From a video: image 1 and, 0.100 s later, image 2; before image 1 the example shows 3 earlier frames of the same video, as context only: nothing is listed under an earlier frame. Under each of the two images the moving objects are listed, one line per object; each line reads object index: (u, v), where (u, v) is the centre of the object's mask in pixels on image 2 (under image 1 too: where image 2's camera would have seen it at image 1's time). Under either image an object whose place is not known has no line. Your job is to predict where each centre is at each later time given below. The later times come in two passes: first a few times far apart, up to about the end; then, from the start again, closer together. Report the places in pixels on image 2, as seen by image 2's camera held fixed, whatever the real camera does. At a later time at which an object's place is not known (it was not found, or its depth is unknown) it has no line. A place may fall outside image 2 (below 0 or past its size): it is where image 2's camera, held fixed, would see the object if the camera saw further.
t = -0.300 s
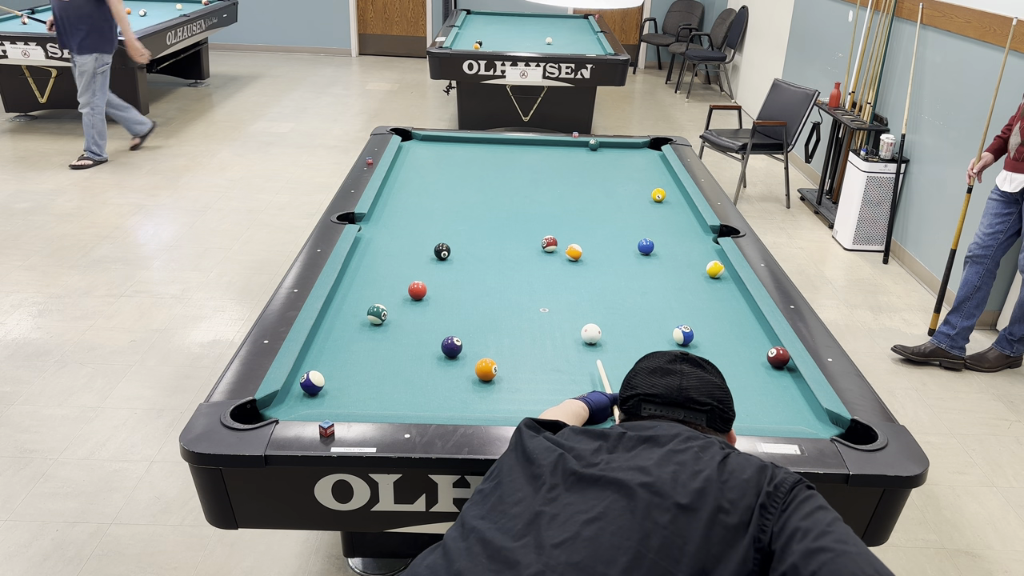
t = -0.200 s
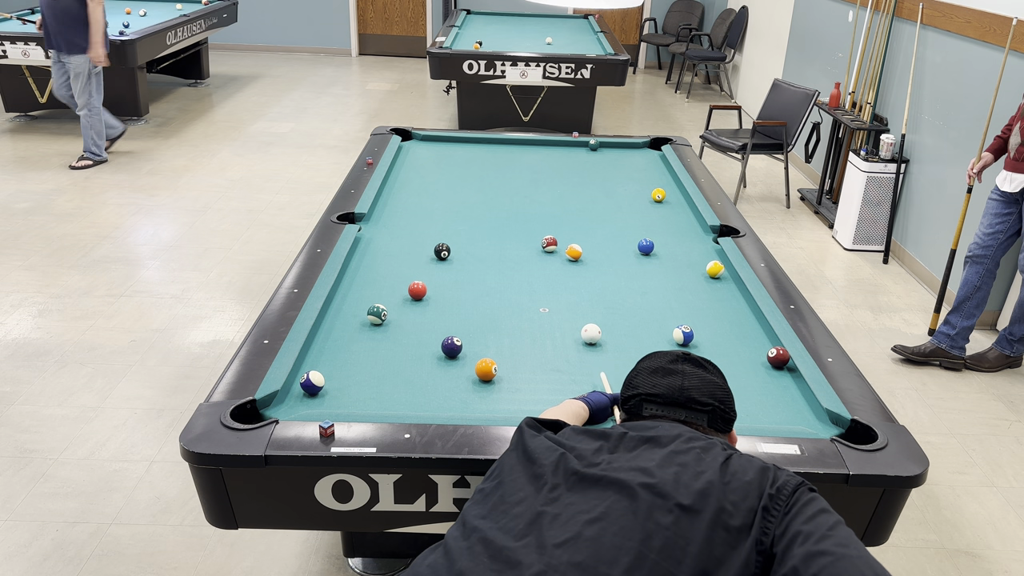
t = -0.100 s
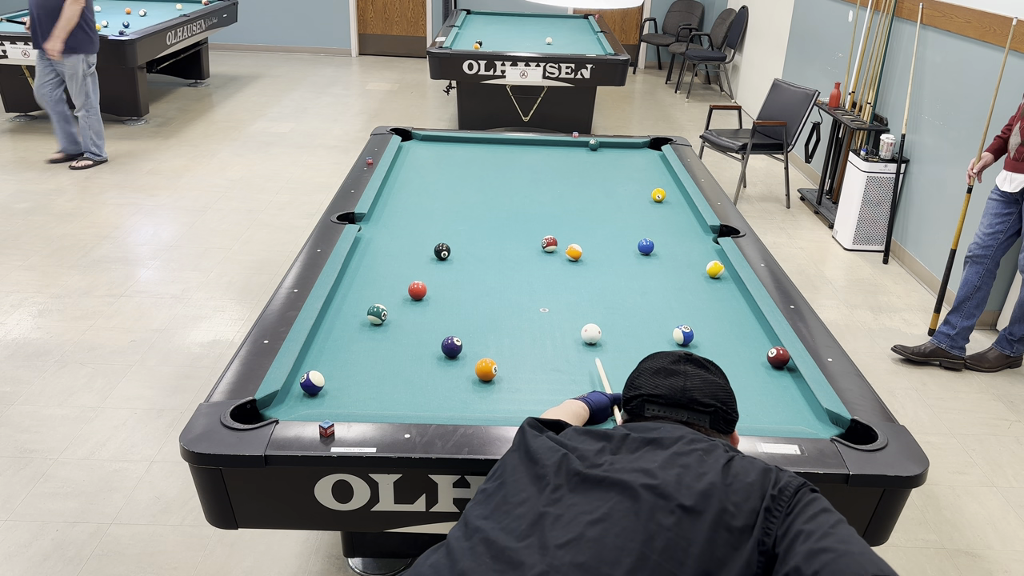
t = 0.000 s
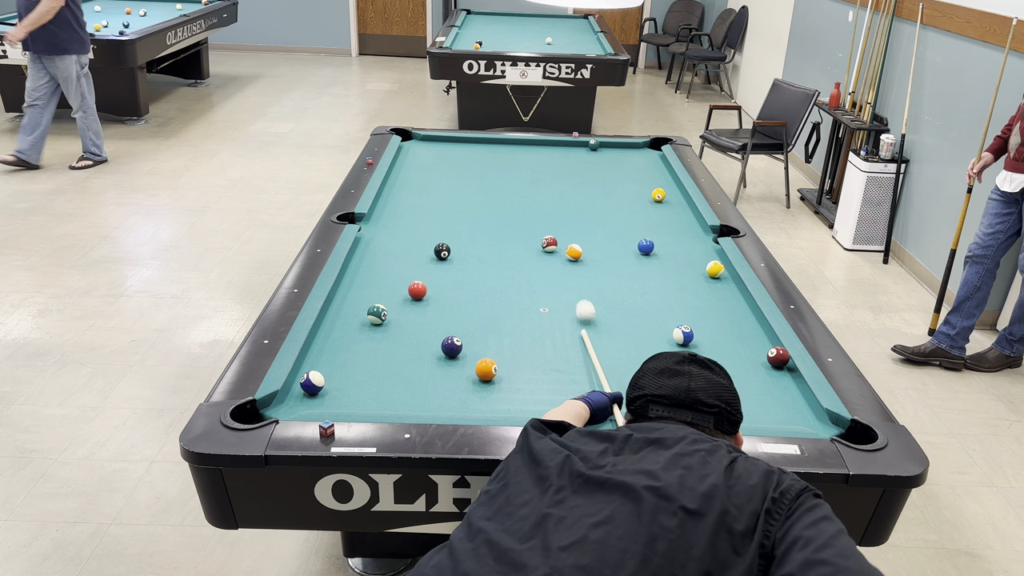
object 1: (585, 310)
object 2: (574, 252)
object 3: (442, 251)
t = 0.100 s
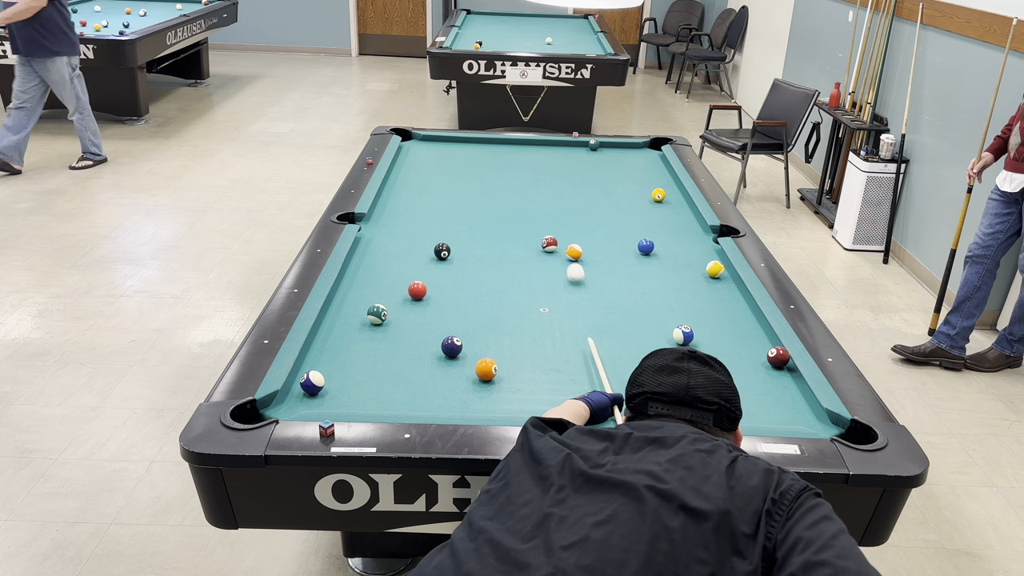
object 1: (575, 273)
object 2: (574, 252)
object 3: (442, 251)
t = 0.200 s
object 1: (561, 257)
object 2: (580, 240)
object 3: (442, 251)
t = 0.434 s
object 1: (522, 253)
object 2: (603, 202)
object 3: (442, 251)
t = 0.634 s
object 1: (491, 250)
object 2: (616, 179)
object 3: (442, 251)
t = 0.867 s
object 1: (456, 246)
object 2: (629, 157)
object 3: (442, 251)
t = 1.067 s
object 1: (427, 243)
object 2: (640, 147)
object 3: (442, 251)
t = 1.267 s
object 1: (400, 240)
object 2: (660, 157)
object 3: (442, 251)
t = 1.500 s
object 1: (370, 237)
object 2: (657, 166)
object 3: (442, 251)
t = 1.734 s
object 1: (374, 239)
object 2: (654, 175)
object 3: (442, 251)
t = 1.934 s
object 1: (385, 242)
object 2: (652, 184)
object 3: (442, 251)
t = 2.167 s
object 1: (396, 245)
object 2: (644, 191)
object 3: (442, 251)
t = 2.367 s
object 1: (405, 247)
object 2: (629, 192)
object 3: (442, 251)
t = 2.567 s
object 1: (414, 249)
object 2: (615, 197)
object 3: (442, 251)
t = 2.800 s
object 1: (423, 252)
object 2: (601, 204)
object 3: (442, 251)
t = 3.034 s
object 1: (427, 254)
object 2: (586, 209)
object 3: (446, 251)
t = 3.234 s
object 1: (428, 255)
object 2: (573, 212)
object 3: (449, 251)
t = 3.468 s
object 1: (430, 256)
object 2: (559, 217)
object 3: (453, 251)
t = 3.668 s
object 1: (430, 257)
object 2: (546, 220)
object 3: (454, 252)
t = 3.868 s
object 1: (430, 257)
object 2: (534, 223)
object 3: (455, 252)
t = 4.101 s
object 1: (430, 256)
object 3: (455, 251)
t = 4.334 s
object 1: (430, 256)
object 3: (455, 252)
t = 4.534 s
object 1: (430, 256)
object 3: (455, 252)
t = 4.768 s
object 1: (430, 256)
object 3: (455, 252)
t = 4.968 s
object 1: (430, 256)
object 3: (455, 252)
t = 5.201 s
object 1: (430, 256)
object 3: (455, 252)
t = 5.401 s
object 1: (430, 256)
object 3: (455, 252)
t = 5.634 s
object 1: (430, 256)
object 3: (455, 252)
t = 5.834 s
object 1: (430, 256)
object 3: (455, 253)
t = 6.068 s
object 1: (430, 256)
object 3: (455, 253)
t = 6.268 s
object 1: (430, 256)
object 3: (455, 253)
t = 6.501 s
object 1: (430, 256)
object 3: (455, 253)
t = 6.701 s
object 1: (430, 256)
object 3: (455, 253)
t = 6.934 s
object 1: (430, 256)
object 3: (455, 253)
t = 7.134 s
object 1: (430, 256)
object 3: (455, 253)
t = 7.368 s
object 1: (430, 256)
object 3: (455, 253)
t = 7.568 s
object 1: (430, 256)
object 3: (455, 253)
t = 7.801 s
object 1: (430, 256)
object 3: (455, 253)
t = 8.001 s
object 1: (430, 256)
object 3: (455, 252)
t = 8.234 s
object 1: (430, 256)
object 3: (455, 253)
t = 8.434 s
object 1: (430, 256)
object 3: (455, 252)
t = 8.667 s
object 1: (430, 256)
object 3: (455, 252)
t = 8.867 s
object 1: (430, 256)
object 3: (455, 253)
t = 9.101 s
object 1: (430, 256)
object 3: (455, 253)
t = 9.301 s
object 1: (430, 256)
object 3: (455, 252)
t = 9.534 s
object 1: (430, 256)
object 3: (455, 253)
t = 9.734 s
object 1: (430, 256)
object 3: (455, 252)
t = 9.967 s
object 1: (430, 256)
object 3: (455, 253)
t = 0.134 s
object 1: (572, 263)
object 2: (574, 250)
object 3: (442, 251)
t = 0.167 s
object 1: (568, 258)
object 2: (577, 246)
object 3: (442, 251)
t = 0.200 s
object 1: (561, 257)
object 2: (580, 240)
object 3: (442, 251)
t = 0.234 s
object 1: (555, 257)
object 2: (584, 234)
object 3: (442, 251)
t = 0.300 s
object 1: (544, 255)
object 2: (591, 221)
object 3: (442, 251)
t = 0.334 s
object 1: (538, 255)
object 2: (594, 216)
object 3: (442, 251)
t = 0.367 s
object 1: (533, 254)
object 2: (597, 211)
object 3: (442, 251)
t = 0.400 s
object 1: (527, 254)
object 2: (600, 206)
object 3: (442, 251)
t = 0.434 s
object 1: (522, 253)
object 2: (603, 202)
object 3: (442, 251)
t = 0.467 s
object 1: (517, 252)
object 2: (605, 198)
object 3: (442, 251)
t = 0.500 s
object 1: (512, 252)
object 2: (607, 194)
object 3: (442, 251)
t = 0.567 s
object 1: (501, 251)
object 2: (611, 186)
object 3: (442, 251)
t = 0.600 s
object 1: (496, 250)
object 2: (613, 183)
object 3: (442, 251)
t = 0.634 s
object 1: (491, 250)
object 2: (616, 179)
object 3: (442, 251)
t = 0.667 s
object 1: (486, 249)
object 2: (617, 176)
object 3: (442, 251)
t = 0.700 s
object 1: (481, 248)
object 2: (619, 173)
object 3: (442, 251)
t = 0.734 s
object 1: (476, 248)
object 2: (621, 169)
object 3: (442, 251)
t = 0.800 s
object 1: (466, 247)
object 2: (625, 163)
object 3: (442, 251)
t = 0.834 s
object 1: (461, 246)
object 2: (627, 160)
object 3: (442, 251)
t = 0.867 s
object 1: (456, 246)
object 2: (629, 157)
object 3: (442, 251)
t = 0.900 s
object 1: (453, 244)
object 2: (630, 155)
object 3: (442, 251)
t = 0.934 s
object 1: (448, 242)
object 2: (632, 152)
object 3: (442, 251)
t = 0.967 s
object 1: (441, 241)
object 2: (633, 149)
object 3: (442, 251)
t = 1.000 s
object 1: (435, 242)
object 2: (635, 147)
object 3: (442, 251)
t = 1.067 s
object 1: (427, 243)
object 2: (640, 147)
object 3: (442, 251)
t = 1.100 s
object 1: (423, 242)
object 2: (643, 148)
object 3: (442, 251)
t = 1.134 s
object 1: (418, 242)
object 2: (646, 150)
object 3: (442, 251)
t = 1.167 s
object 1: (413, 241)
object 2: (650, 152)
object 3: (442, 251)
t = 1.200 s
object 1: (409, 241)
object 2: (653, 154)
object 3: (442, 251)
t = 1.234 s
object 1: (405, 240)
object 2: (656, 155)
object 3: (442, 251)
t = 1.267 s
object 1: (400, 240)
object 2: (660, 157)
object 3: (442, 251)
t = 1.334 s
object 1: (391, 239)
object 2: (659, 159)
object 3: (442, 251)
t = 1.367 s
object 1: (387, 238)
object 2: (658, 161)
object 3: (442, 251)
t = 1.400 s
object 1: (383, 238)
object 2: (658, 162)
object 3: (442, 251)
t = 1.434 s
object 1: (378, 237)
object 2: (658, 163)
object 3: (442, 251)
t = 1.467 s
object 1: (374, 237)
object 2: (657, 165)
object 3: (442, 251)
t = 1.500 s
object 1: (370, 237)
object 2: (657, 166)
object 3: (442, 251)
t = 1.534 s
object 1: (366, 236)
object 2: (657, 167)
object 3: (442, 251)
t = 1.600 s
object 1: (367, 237)
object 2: (656, 170)
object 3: (442, 251)
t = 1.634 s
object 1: (369, 237)
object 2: (655, 171)
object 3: (442, 251)
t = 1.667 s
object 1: (371, 238)
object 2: (655, 173)
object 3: (442, 251)
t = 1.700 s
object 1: (373, 238)
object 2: (654, 174)
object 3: (442, 251)
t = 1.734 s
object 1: (374, 239)
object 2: (654, 175)
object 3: (442, 251)
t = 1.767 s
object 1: (376, 239)
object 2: (654, 177)
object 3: (442, 251)
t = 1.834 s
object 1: (380, 240)
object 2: (653, 180)
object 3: (442, 251)
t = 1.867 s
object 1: (381, 241)
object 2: (652, 181)
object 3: (442, 251)
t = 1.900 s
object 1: (383, 241)
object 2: (652, 182)
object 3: (442, 251)
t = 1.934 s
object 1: (385, 242)
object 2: (652, 184)
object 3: (442, 251)
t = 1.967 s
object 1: (386, 242)
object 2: (651, 185)
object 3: (442, 251)
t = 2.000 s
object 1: (388, 242)
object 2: (650, 186)
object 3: (442, 251)
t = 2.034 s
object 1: (390, 243)
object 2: (650, 188)
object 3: (442, 251)
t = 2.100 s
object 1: (393, 244)
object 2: (648, 190)
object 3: (442, 251)
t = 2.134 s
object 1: (395, 244)
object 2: (647, 191)
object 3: (442, 251)
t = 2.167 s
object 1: (396, 245)
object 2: (644, 191)
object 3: (442, 251)
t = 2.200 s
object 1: (398, 245)
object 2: (642, 192)
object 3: (442, 251)
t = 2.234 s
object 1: (399, 245)
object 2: (639, 192)
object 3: (442, 251)
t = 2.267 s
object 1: (401, 246)
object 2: (637, 191)
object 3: (442, 251)
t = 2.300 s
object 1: (402, 246)
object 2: (634, 192)
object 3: (442, 251)
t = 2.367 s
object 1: (405, 247)
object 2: (629, 192)
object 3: (442, 251)
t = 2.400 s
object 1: (407, 247)
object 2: (627, 193)
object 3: (442, 251)
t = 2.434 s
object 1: (408, 248)
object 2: (624, 194)
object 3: (442, 251)
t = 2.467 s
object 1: (410, 248)
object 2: (622, 195)
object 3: (442, 251)
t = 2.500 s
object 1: (411, 249)
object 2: (619, 196)
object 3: (442, 251)
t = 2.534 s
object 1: (413, 249)
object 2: (617, 197)
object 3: (442, 251)
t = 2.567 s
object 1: (414, 249)
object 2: (615, 197)
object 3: (442, 251)
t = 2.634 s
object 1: (417, 250)
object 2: (610, 199)
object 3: (442, 251)
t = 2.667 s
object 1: (418, 250)
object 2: (608, 200)
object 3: (442, 251)
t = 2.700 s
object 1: (420, 251)
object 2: (606, 201)
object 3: (442, 251)
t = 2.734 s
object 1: (421, 251)
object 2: (605, 202)
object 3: (442, 251)
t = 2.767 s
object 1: (422, 251)
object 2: (603, 203)
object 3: (442, 251)
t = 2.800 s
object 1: (423, 252)
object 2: (601, 204)
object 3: (442, 251)
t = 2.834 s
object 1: (425, 252)
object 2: (599, 205)
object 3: (442, 251)
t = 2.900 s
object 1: (426, 253)
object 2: (595, 206)
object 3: (443, 251)
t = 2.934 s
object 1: (426, 253)
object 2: (593, 207)
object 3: (444, 251)
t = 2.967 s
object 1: (426, 253)
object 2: (590, 208)
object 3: (445, 251)
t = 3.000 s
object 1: (427, 253)
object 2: (588, 208)
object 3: (445, 251)
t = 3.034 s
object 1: (427, 254)
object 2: (586, 209)
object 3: (446, 251)
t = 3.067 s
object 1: (427, 254)
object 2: (584, 210)
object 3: (447, 251)
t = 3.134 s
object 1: (428, 254)
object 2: (580, 211)
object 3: (448, 251)
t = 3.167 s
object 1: (428, 255)
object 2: (577, 211)
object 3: (448, 251)
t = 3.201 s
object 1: (428, 255)
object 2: (575, 212)
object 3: (449, 251)
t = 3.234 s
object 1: (428, 255)
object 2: (573, 212)
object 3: (449, 251)
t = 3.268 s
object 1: (429, 255)
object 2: (571, 213)
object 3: (450, 251)
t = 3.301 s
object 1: (429, 255)
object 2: (569, 214)
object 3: (450, 251)
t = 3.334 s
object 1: (429, 255)
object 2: (567, 214)
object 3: (451, 251)
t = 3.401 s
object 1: (429, 256)
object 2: (563, 216)
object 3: (452, 251)
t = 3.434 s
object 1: (429, 256)
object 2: (561, 216)
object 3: (452, 251)
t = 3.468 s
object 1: (430, 256)
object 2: (559, 217)
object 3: (453, 251)
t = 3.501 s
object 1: (430, 256)
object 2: (557, 217)
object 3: (453, 252)
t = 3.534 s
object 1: (430, 256)
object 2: (554, 218)
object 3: (453, 252)
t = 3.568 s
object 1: (430, 256)
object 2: (552, 218)
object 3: (453, 252)
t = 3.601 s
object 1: (430, 256)
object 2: (550, 219)
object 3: (454, 252)
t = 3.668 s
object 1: (430, 257)
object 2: (546, 220)
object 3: (454, 252)
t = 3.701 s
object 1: (430, 257)
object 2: (544, 221)
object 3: (454, 251)
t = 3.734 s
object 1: (430, 257)
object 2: (542, 221)
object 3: (454, 252)
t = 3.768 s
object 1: (430, 257)
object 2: (540, 222)
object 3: (454, 251)
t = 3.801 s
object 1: (430, 257)
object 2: (538, 222)
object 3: (455, 251)
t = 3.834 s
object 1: (430, 257)
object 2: (536, 223)
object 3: (455, 252)
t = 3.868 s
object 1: (430, 257)
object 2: (534, 223)
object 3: (455, 252)
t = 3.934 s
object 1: (430, 257)
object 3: (455, 252)
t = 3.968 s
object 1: (430, 257)
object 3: (455, 252)
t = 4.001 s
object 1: (430, 257)
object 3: (455, 251)
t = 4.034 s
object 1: (430, 257)
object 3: (455, 251)
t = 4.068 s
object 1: (430, 256)
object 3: (455, 251)
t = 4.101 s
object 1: (430, 256)
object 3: (455, 251)
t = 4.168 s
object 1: (430, 256)
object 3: (455, 252)
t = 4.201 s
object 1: (430, 256)
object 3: (455, 252)
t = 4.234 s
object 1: (430, 256)
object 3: (455, 252)
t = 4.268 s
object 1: (430, 256)
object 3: (455, 252)
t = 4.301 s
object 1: (430, 256)
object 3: (455, 252)
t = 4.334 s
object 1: (430, 256)
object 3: (455, 252)
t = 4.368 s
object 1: (430, 256)
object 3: (455, 252)
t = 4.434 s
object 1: (430, 256)
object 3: (455, 252)
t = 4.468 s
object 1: (430, 256)
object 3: (455, 252)
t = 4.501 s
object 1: (430, 256)
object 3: (455, 252)
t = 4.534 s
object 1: (430, 256)
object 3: (455, 252)
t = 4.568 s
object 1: (430, 256)
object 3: (455, 252)
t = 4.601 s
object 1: (430, 256)
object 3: (455, 252)
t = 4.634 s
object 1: (430, 256)
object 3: (455, 252)
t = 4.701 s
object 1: (430, 256)
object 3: (455, 252)
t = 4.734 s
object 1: (430, 256)
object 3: (455, 252)
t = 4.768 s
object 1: (430, 256)
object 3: (455, 252)
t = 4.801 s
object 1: (430, 256)
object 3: (455, 251)
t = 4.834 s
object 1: (430, 256)
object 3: (455, 252)
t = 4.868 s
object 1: (430, 256)
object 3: (455, 252)
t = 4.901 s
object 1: (430, 256)
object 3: (455, 252)
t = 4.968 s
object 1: (430, 256)
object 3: (455, 252)
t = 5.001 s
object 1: (430, 256)
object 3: (455, 252)
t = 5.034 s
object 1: (430, 256)
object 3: (455, 252)
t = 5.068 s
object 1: (430, 256)
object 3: (455, 252)
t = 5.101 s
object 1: (430, 256)
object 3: (455, 252)
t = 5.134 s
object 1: (430, 256)
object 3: (455, 252)
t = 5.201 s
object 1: (430, 256)
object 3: (455, 252)
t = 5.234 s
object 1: (430, 256)
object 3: (455, 252)
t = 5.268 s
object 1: (430, 256)
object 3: (455, 252)
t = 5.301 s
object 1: (430, 256)
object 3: (455, 252)
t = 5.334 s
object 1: (430, 256)
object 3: (455, 252)
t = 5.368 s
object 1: (430, 256)
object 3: (455, 252)
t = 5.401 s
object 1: (430, 256)
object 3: (455, 252)
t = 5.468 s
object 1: (430, 256)
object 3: (455, 252)
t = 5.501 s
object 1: (430, 256)
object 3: (455, 252)
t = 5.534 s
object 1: (430, 256)
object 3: (455, 252)
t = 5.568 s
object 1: (430, 256)
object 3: (455, 252)
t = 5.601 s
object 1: (430, 256)
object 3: (455, 252)
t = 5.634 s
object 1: (430, 256)
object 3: (455, 252)
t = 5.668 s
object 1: (430, 256)
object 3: (455, 252)
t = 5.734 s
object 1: (430, 256)
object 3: (455, 253)
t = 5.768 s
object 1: (430, 256)
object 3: (455, 253)
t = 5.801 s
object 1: (430, 256)
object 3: (455, 253)
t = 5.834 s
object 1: (430, 256)
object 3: (455, 253)
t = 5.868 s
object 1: (430, 256)
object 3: (455, 253)
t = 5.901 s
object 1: (430, 256)
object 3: (455, 253)
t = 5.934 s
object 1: (430, 256)
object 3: (455, 253)
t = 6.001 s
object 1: (430, 256)
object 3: (455, 253)
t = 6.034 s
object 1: (430, 256)
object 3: (455, 253)
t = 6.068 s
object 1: (430, 256)
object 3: (455, 253)
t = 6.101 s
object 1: (430, 256)
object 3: (455, 253)
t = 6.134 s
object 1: (430, 256)
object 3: (455, 253)
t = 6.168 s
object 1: (430, 256)
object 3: (455, 252)
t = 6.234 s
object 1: (430, 256)
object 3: (455, 253)
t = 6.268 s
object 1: (430, 256)
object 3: (455, 253)
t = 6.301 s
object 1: (430, 256)
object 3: (455, 252)
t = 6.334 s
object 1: (430, 256)
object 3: (455, 253)
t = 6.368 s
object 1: (430, 256)
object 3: (455, 253)
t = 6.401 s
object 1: (430, 256)
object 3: (455, 253)
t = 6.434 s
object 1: (430, 256)
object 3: (455, 253)
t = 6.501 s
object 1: (430, 256)
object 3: (455, 253)
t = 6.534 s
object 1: (430, 256)
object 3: (455, 253)
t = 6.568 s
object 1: (430, 256)
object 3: (455, 253)
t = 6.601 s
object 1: (430, 256)
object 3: (455, 253)
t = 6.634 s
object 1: (430, 256)
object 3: (455, 252)
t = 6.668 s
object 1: (430, 256)
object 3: (455, 252)
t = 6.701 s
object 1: (430, 256)
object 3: (455, 253)
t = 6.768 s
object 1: (430, 256)
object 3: (455, 253)
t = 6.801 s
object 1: (430, 256)
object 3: (455, 253)
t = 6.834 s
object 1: (430, 256)
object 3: (455, 253)
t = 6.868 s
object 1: (430, 256)
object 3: (455, 253)
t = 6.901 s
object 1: (430, 256)
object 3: (455, 253)
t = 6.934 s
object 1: (430, 256)
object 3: (455, 253)
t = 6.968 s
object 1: (430, 256)
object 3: (455, 253)
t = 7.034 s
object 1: (430, 256)
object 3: (455, 253)
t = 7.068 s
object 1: (430, 256)
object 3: (455, 253)
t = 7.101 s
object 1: (430, 256)
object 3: (455, 253)
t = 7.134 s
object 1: (430, 256)
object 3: (455, 253)
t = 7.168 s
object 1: (430, 256)
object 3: (455, 253)
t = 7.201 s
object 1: (430, 256)
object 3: (455, 253)
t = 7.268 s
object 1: (430, 256)
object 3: (455, 253)
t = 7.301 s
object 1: (430, 256)
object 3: (455, 253)
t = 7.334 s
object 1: (430, 256)
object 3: (455, 253)
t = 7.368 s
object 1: (430, 256)
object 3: (455, 253)
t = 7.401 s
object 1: (430, 256)
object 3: (455, 253)
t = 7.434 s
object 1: (430, 256)
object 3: (455, 253)
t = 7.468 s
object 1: (430, 256)
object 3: (455, 253)
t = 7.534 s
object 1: (430, 256)
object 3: (455, 253)
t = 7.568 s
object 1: (430, 256)
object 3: (455, 253)
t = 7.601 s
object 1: (430, 256)
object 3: (455, 253)
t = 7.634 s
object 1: (430, 256)
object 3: (455, 253)
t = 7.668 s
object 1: (430, 256)
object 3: (455, 253)
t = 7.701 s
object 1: (430, 256)
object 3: (455, 253)
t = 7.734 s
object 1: (430, 256)
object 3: (455, 253)
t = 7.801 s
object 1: (430, 256)
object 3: (455, 253)
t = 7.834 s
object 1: (430, 256)
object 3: (455, 253)
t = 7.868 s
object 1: (430, 256)
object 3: (455, 253)
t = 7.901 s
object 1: (430, 256)
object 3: (455, 253)
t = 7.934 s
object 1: (430, 256)
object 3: (455, 253)
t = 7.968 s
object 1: (430, 256)
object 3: (455, 252)
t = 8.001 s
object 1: (430, 256)
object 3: (455, 252)
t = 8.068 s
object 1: (430, 256)
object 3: (455, 252)
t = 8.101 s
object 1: (430, 256)
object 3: (455, 253)
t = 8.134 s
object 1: (430, 256)
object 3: (455, 252)
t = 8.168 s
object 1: (430, 256)
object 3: (455, 253)
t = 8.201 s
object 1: (430, 256)
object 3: (455, 253)
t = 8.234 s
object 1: (430, 256)
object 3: (455, 253)
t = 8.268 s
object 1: (430, 256)
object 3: (455, 253)
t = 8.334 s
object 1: (430, 256)
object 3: (455, 253)
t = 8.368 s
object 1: (430, 256)
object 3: (455, 252)
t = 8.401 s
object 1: (430, 256)
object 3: (455, 252)
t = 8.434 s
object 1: (430, 256)
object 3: (455, 252)
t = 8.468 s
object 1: (430, 256)
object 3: (455, 253)
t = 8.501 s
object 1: (430, 256)
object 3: (455, 253)
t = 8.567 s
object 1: (430, 256)
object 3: (455, 253)
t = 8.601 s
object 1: (430, 256)
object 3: (455, 252)
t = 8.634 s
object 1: (430, 256)
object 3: (455, 252)
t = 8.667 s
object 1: (430, 256)
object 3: (455, 252)
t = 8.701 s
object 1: (430, 256)
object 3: (455, 252)
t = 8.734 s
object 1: (430, 256)
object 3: (455, 252)
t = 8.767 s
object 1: (430, 256)
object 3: (455, 253)
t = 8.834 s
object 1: (430, 256)
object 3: (455, 253)
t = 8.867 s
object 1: (430, 256)
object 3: (455, 253)
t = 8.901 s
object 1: (430, 256)
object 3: (455, 252)
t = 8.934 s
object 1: (430, 256)
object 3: (455, 252)
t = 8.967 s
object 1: (430, 256)
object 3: (455, 252)
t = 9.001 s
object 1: (430, 256)
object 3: (455, 252)
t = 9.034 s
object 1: (430, 256)
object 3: (455, 252)
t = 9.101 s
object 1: (430, 256)
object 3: (455, 253)
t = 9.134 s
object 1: (430, 256)
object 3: (455, 253)
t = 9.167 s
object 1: (430, 256)
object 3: (455, 253)
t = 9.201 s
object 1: (430, 256)
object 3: (455, 253)
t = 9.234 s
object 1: (430, 256)
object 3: (455, 253)
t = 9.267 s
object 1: (430, 256)
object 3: (455, 253)
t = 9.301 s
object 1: (430, 256)
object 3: (455, 252)
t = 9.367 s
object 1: (430, 256)
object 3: (455, 252)
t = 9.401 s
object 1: (430, 256)
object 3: (455, 252)
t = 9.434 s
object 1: (430, 256)
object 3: (455, 253)
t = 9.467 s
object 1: (430, 256)
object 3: (455, 253)
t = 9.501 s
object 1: (430, 256)
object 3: (455, 253)
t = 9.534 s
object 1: (430, 256)
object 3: (455, 253)
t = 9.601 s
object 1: (430, 256)
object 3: (455, 253)
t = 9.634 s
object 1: (430, 256)
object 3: (455, 252)
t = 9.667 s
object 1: (430, 256)
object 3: (455, 252)
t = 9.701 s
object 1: (430, 256)
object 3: (455, 252)
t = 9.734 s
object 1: (430, 256)
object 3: (455, 252)
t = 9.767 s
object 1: (430, 256)
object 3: (455, 252)
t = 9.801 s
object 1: (430, 256)
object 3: (455, 252)
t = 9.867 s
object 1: (430, 256)
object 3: (455, 253)
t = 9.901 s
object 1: (430, 256)
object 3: (455, 253)
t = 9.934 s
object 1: (430, 256)
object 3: (455, 253)
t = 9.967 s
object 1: (430, 256)
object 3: (455, 253)
